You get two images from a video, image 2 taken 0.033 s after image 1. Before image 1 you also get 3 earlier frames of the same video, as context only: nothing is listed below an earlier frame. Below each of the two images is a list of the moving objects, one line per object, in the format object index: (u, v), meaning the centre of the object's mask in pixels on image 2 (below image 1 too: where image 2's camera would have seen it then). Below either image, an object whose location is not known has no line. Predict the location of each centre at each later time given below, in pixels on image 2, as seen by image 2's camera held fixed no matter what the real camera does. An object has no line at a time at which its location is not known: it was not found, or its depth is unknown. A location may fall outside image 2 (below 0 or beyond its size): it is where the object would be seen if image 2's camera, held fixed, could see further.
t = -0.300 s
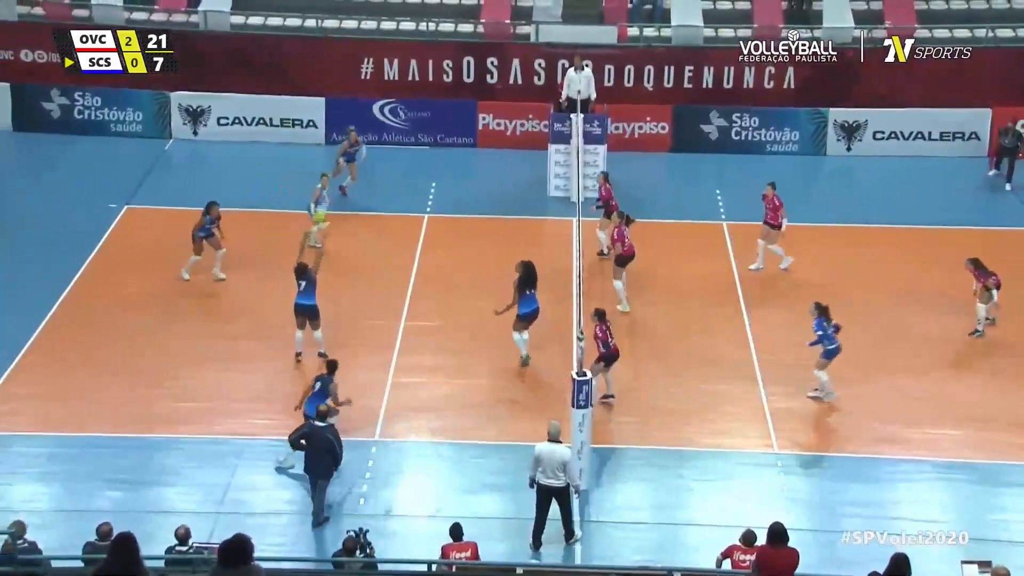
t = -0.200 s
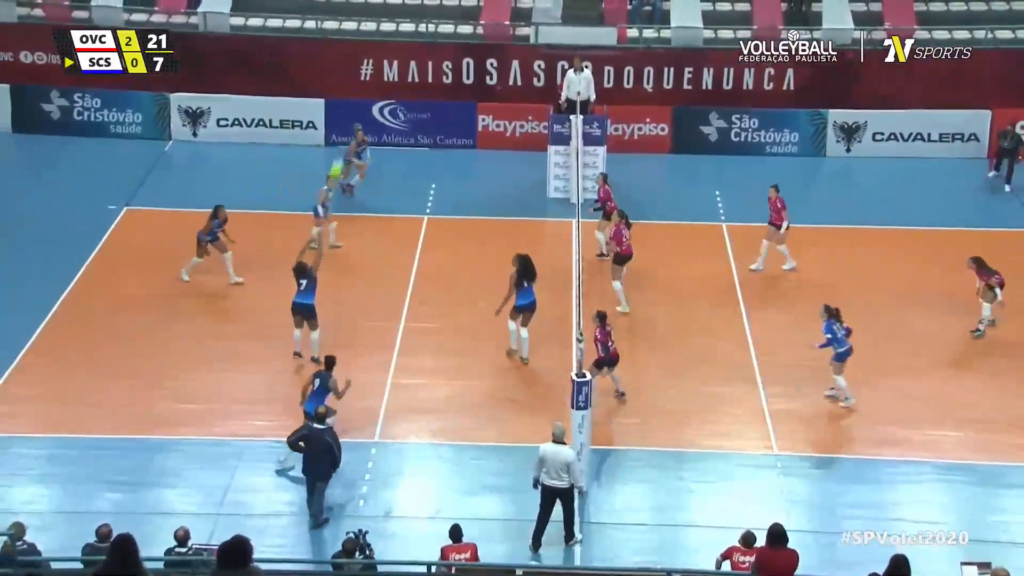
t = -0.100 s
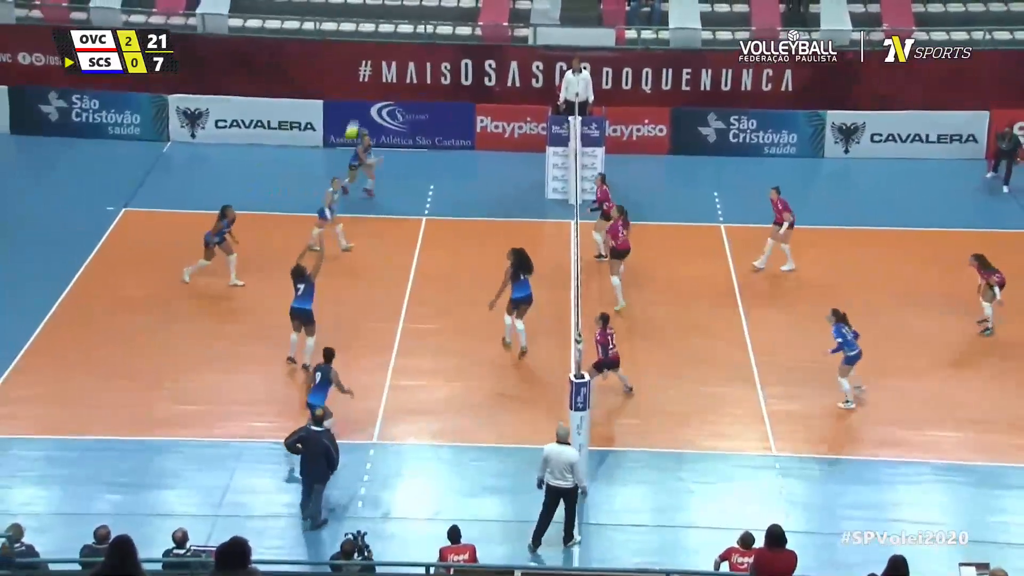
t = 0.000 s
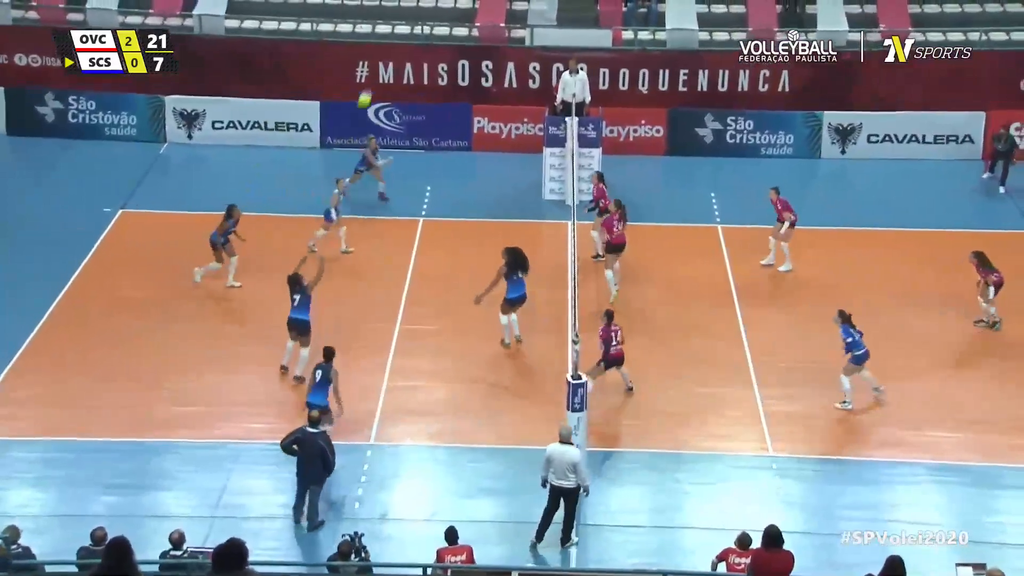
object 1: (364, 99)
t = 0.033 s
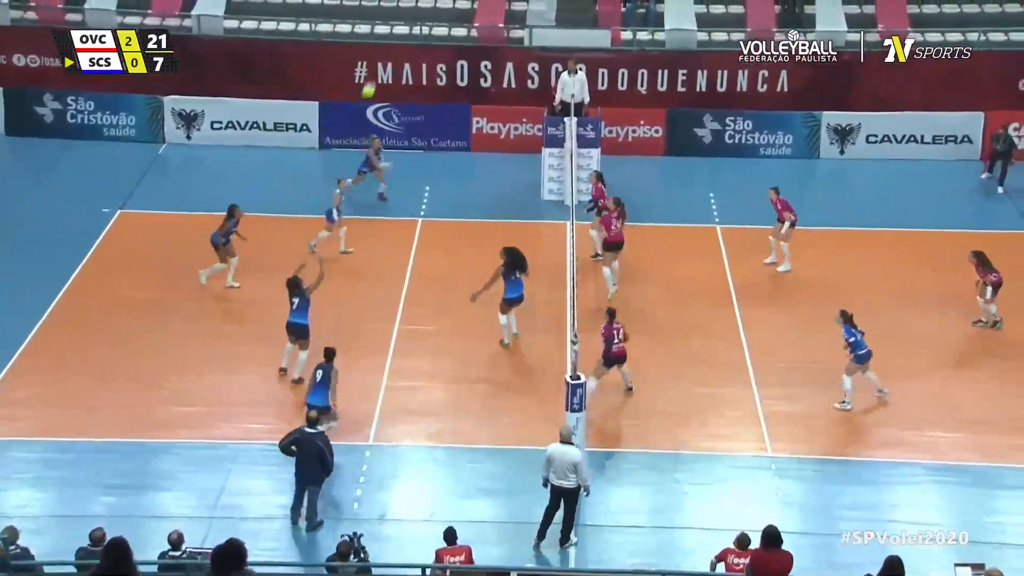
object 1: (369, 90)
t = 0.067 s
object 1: (373, 82)
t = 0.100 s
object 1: (378, 75)
